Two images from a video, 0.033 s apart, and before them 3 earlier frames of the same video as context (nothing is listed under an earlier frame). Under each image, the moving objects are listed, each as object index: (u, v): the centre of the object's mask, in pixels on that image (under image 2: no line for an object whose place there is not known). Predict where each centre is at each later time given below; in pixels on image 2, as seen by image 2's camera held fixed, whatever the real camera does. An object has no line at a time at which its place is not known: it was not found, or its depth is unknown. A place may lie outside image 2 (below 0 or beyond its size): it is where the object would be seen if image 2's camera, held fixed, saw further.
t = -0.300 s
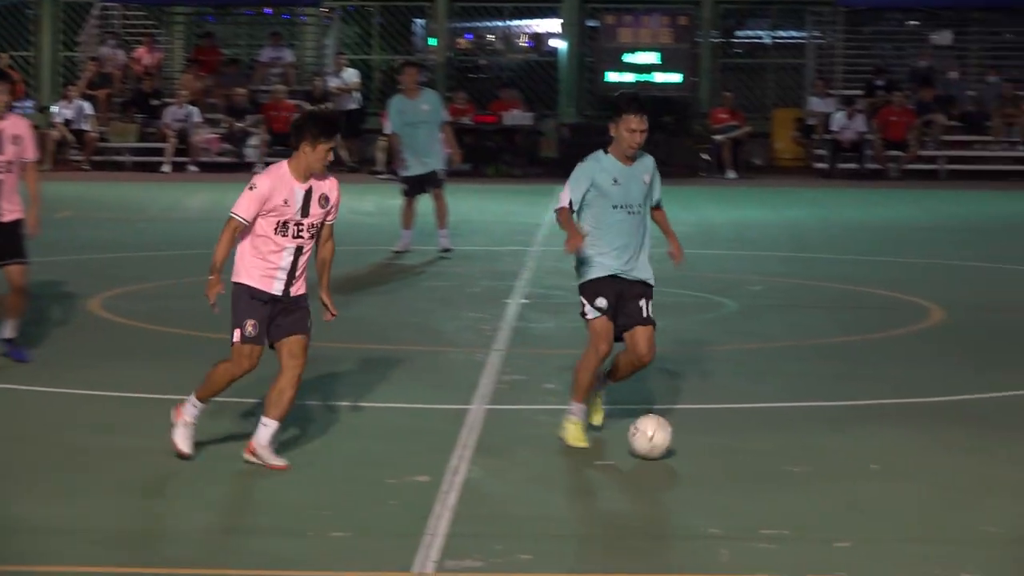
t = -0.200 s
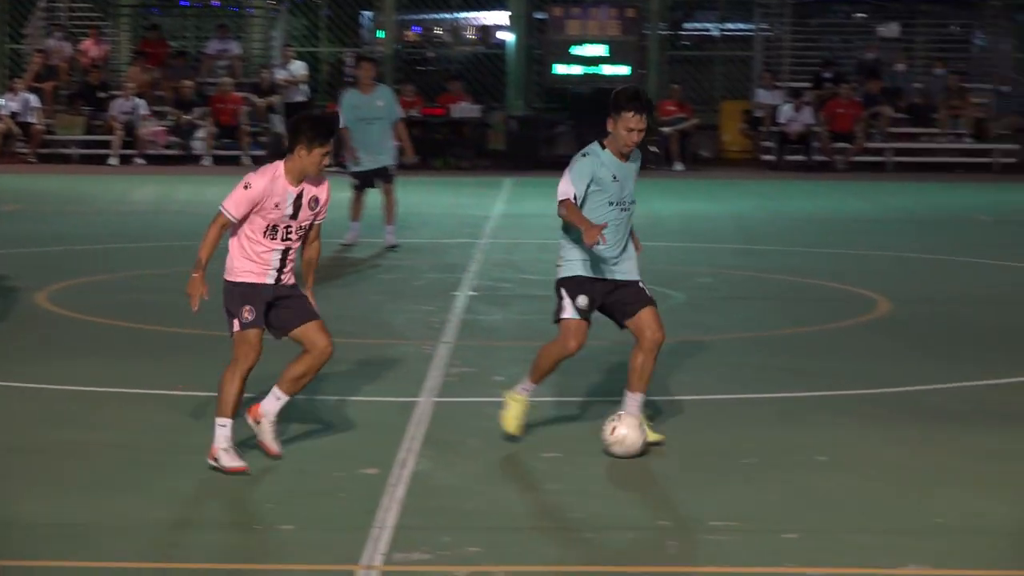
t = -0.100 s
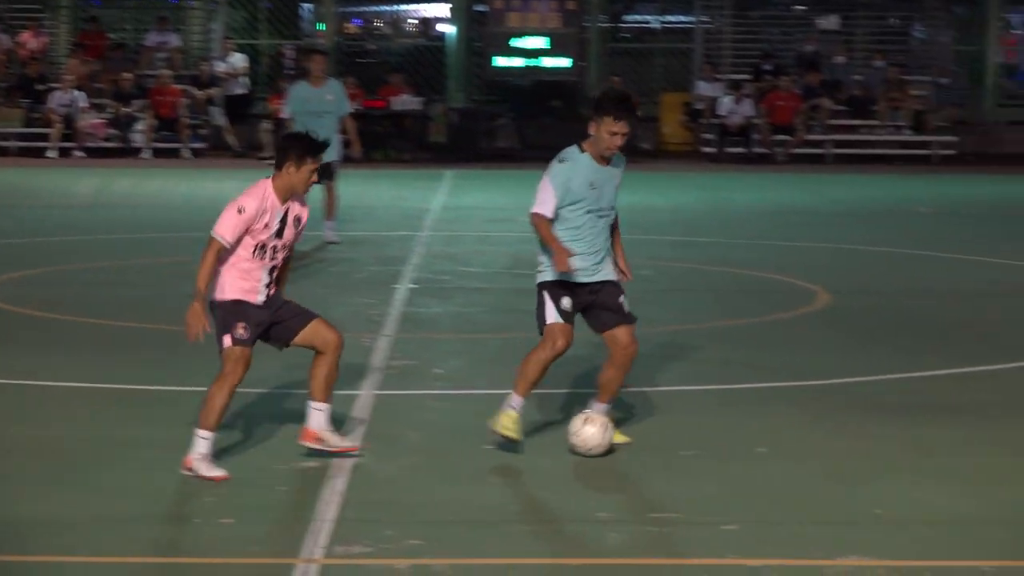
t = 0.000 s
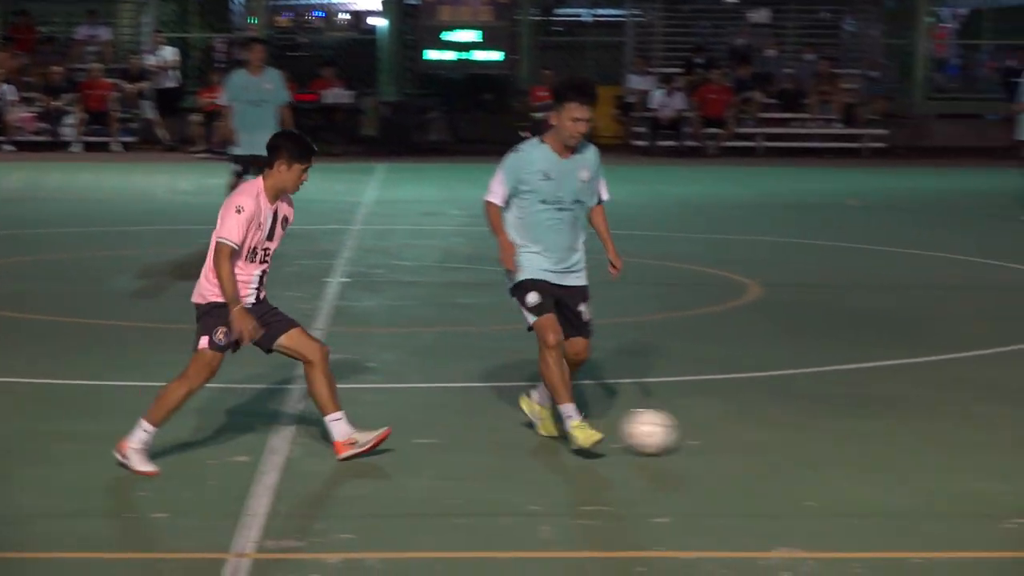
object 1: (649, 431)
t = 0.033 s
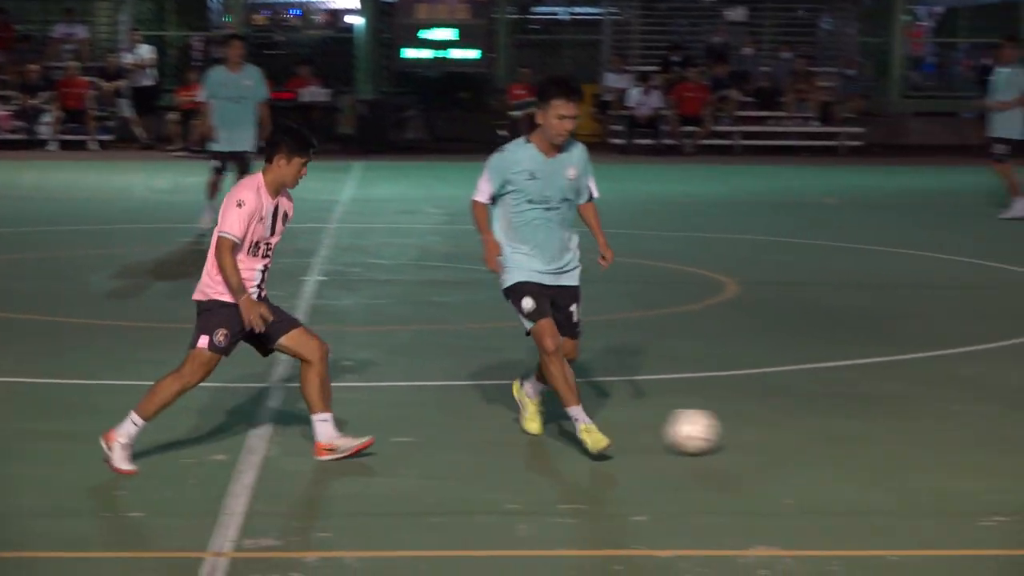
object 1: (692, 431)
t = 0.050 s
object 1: (725, 433)
